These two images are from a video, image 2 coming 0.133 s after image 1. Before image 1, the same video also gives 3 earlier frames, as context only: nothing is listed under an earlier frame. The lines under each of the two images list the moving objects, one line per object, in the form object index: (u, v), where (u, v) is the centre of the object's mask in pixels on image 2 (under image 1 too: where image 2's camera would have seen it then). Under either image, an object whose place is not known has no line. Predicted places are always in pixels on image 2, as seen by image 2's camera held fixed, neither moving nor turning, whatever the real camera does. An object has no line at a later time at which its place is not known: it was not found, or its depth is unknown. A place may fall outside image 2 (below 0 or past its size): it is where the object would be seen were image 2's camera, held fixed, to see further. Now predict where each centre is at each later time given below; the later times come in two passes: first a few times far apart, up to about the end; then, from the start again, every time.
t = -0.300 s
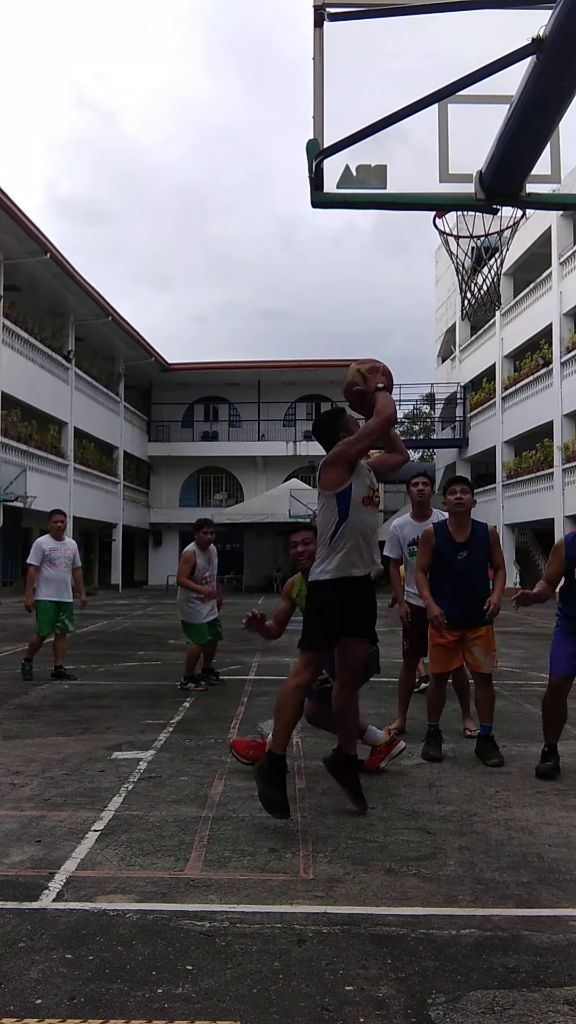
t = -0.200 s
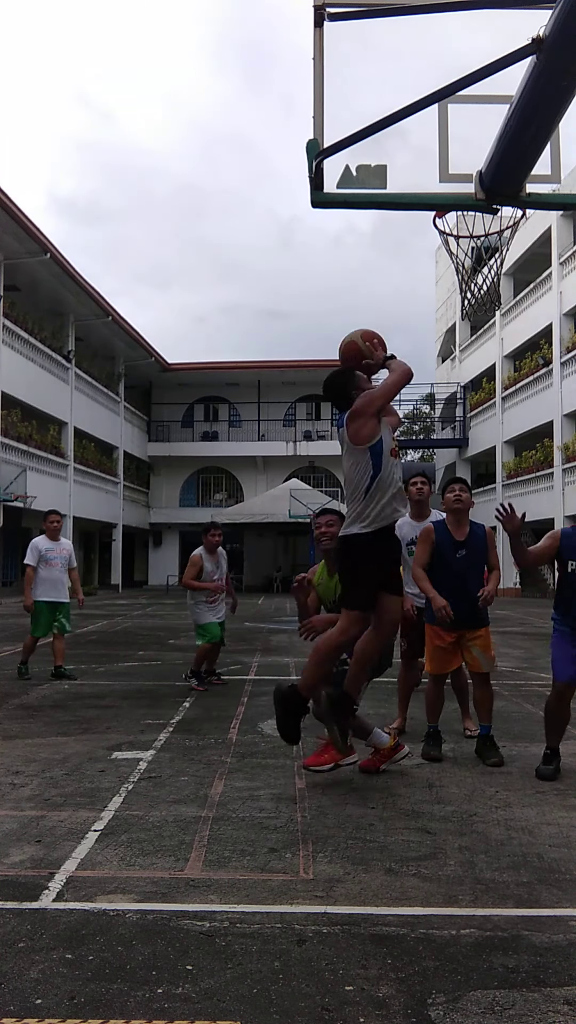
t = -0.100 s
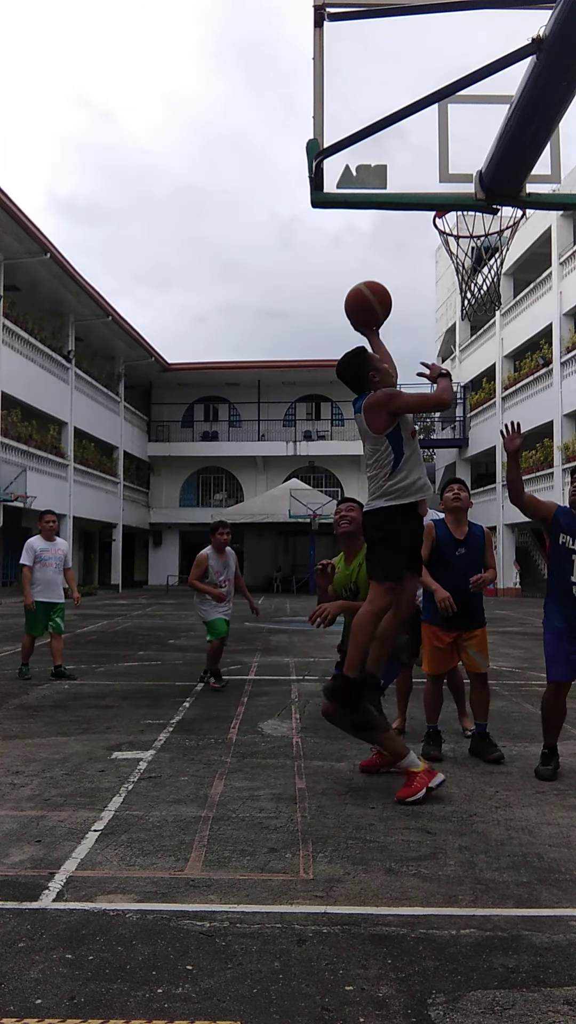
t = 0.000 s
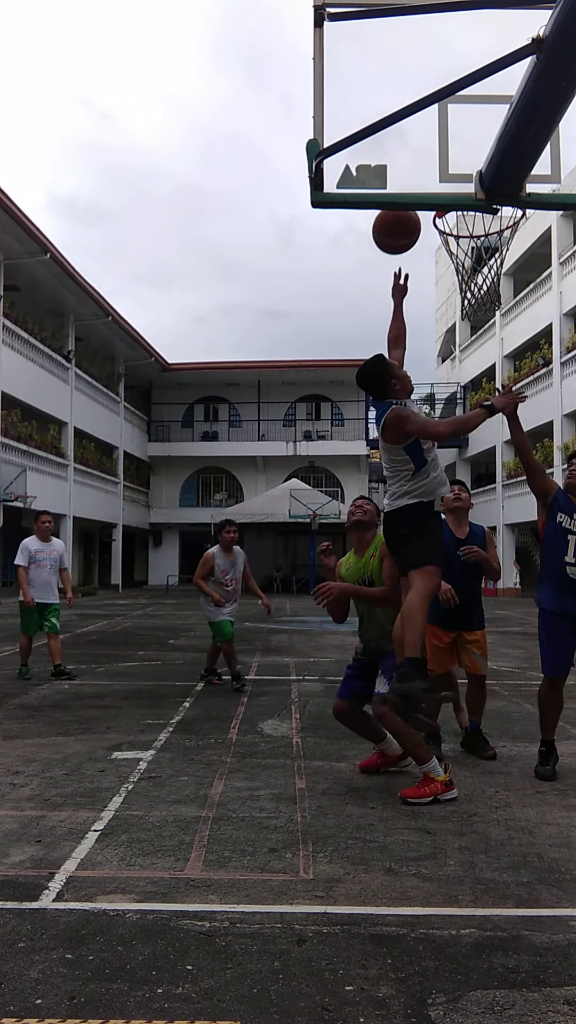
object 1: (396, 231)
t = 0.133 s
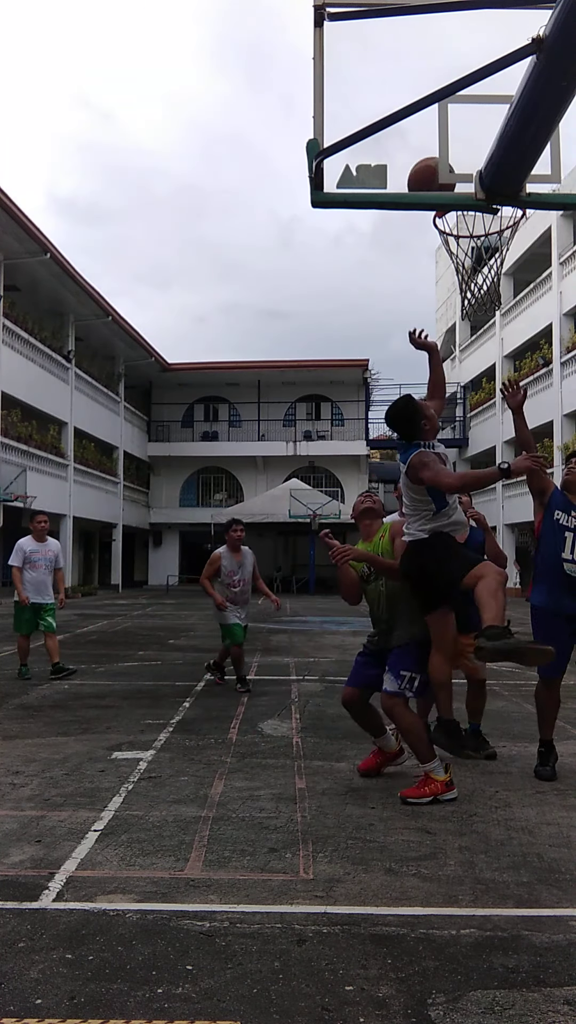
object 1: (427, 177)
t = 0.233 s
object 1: (423, 175)
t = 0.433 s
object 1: (397, 226)
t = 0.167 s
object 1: (430, 178)
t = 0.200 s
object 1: (426, 176)
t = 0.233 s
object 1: (423, 175)
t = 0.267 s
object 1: (420, 176)
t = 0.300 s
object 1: (416, 177)
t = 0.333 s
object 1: (412, 180)
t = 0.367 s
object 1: (408, 183)
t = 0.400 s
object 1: (401, 220)
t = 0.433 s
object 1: (397, 226)
